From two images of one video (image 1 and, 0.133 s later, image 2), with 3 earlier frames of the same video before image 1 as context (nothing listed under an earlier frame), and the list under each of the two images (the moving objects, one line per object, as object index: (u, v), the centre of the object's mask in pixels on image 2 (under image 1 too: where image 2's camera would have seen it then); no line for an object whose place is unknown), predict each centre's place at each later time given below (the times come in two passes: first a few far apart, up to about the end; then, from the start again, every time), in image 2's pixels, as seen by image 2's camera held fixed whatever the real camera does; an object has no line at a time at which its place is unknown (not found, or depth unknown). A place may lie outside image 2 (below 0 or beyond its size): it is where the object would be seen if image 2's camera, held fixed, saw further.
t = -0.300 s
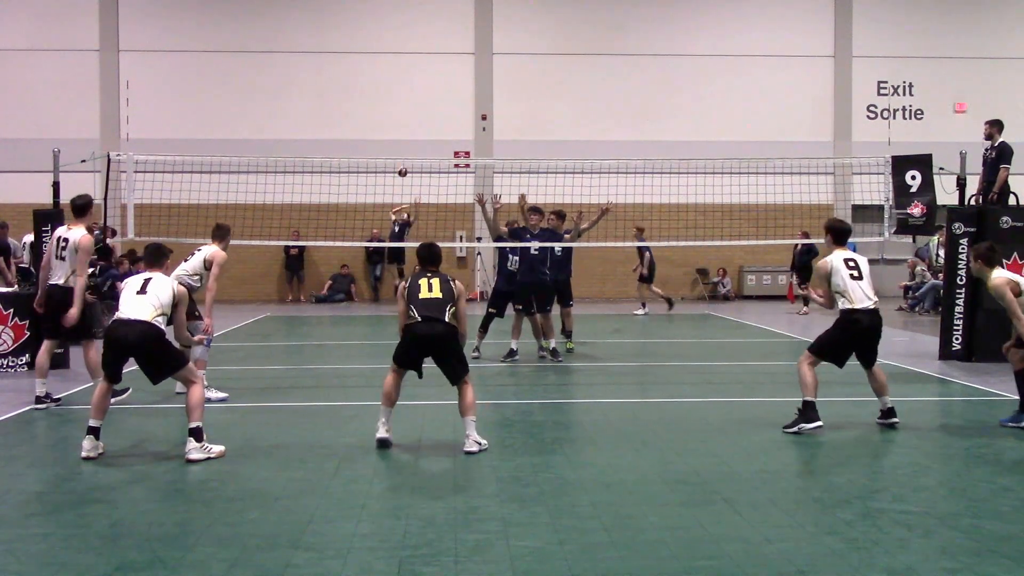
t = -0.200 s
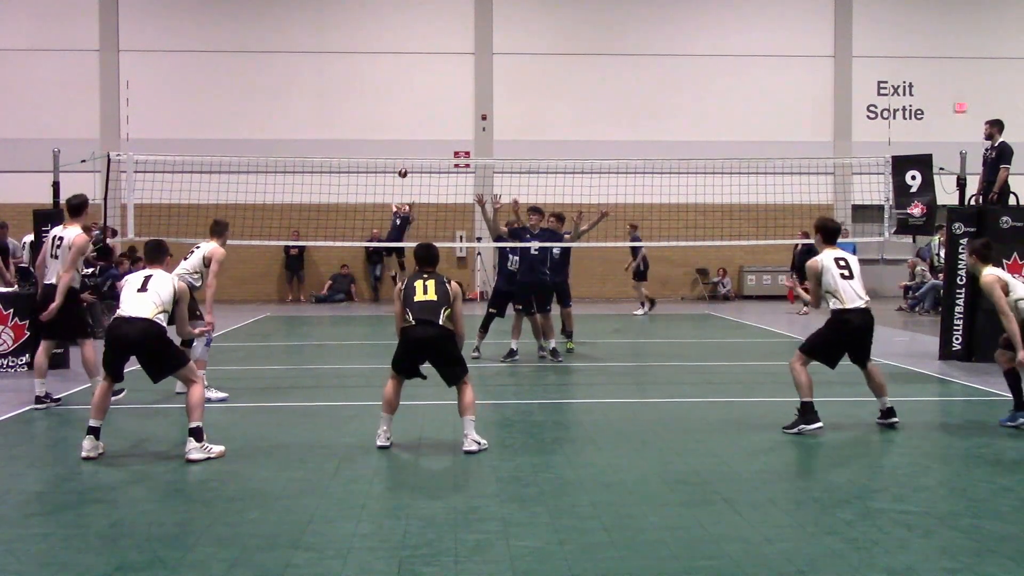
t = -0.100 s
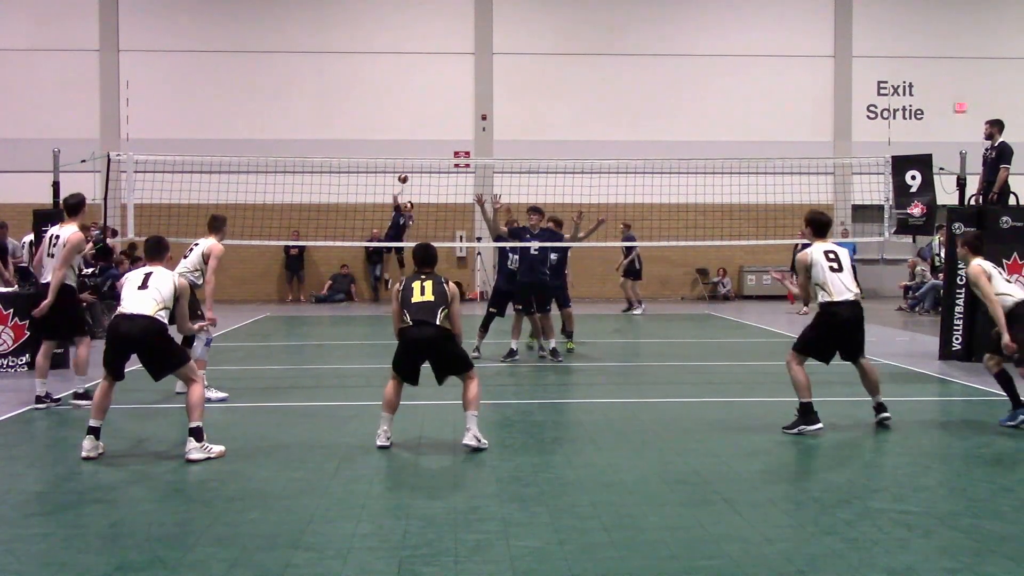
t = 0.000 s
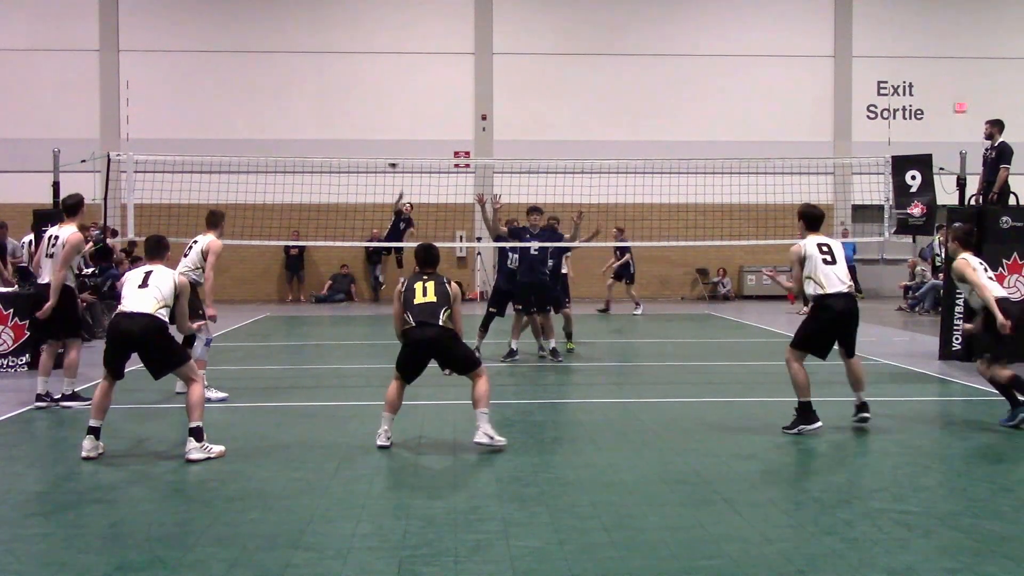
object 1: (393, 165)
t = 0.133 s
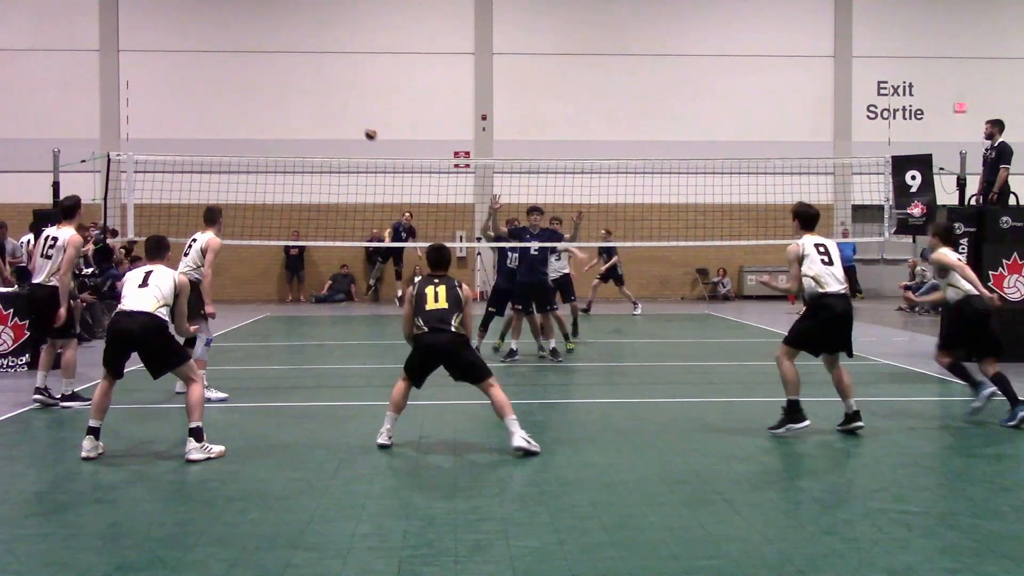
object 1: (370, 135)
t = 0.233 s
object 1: (349, 118)
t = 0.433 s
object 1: (298, 98)
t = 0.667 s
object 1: (215, 105)
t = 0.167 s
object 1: (364, 128)
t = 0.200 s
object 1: (357, 123)
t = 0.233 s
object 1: (349, 118)
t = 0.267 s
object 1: (341, 113)
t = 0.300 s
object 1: (333, 109)
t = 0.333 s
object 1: (325, 105)
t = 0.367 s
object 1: (316, 102)
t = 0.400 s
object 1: (307, 100)
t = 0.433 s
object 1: (298, 98)
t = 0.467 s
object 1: (288, 96)
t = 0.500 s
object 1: (278, 95)
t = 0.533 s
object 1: (267, 95)
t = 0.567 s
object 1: (255, 96)
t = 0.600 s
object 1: (243, 98)
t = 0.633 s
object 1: (229, 101)
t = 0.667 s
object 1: (215, 105)
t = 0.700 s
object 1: (198, 110)
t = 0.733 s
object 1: (181, 118)
